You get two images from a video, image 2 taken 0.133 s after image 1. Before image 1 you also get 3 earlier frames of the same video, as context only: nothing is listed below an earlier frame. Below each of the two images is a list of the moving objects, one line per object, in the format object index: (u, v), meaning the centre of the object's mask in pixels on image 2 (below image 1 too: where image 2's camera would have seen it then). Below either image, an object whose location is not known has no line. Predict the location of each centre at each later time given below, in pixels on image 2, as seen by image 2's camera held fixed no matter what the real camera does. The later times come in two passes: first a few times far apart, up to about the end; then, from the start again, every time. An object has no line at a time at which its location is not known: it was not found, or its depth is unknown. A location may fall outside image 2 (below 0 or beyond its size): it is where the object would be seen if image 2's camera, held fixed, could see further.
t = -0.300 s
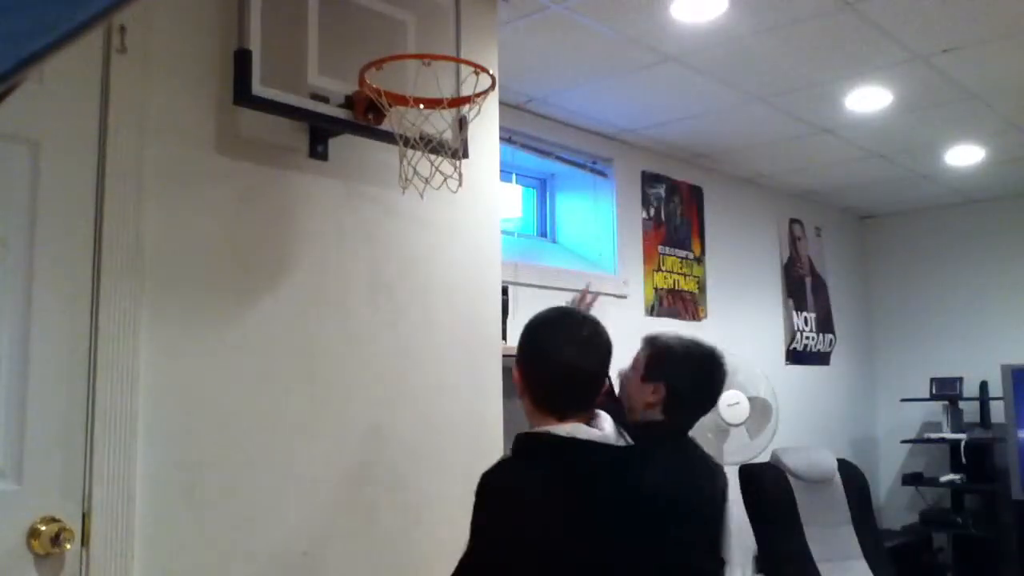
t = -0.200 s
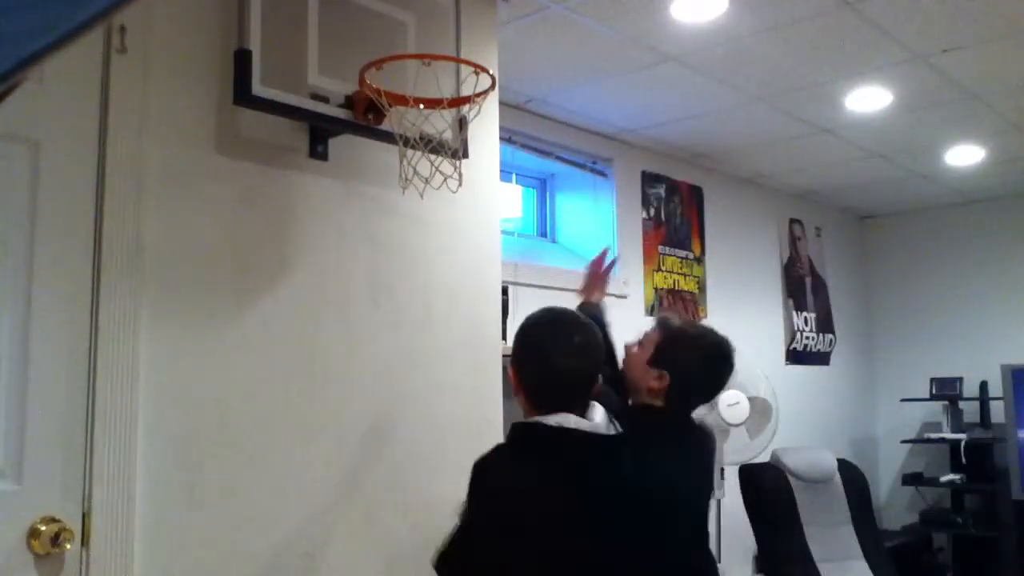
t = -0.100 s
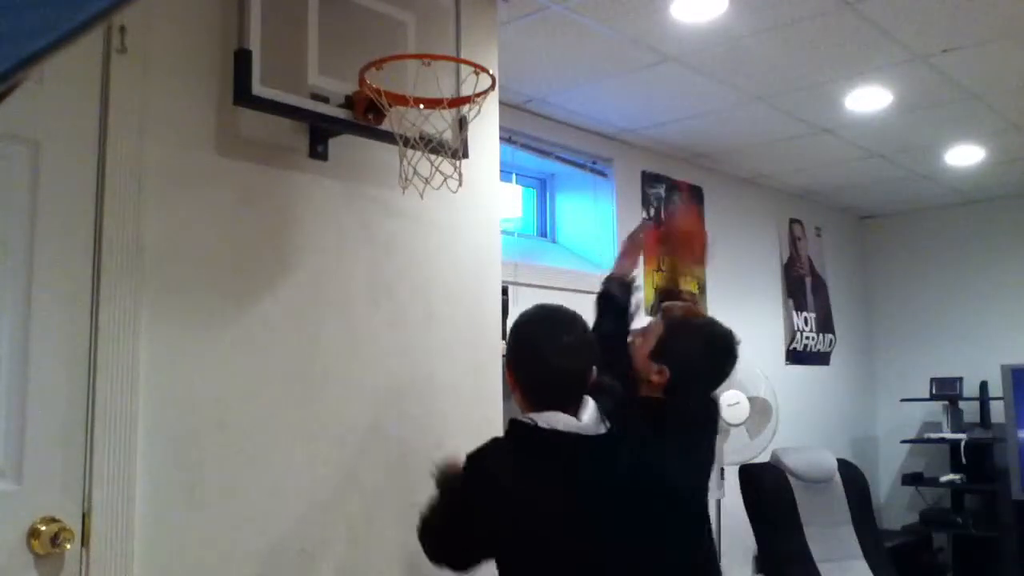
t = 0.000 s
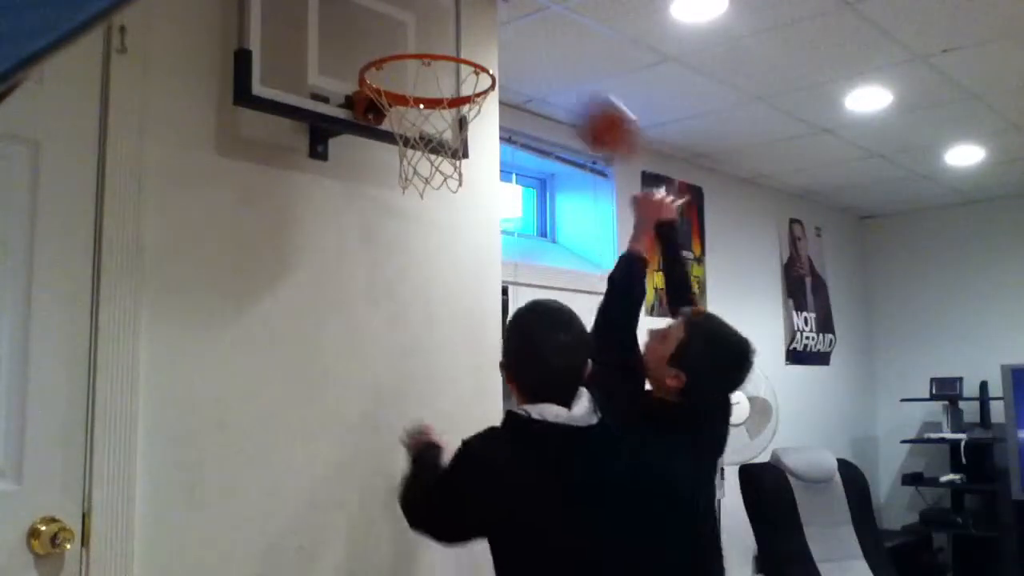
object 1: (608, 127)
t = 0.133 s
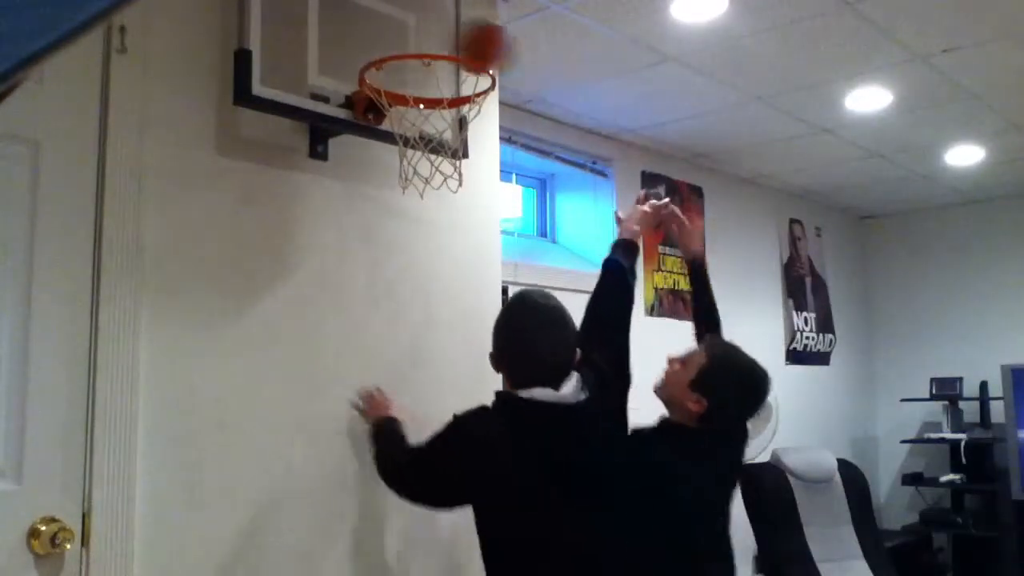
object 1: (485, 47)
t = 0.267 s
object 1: (453, 34)
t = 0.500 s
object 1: (388, 164)
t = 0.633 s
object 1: (327, 330)
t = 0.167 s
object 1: (450, 35)
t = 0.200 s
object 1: (447, 32)
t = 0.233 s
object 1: (451, 32)
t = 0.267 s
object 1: (453, 34)
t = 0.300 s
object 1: (456, 45)
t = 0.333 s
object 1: (460, 58)
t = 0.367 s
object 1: (458, 74)
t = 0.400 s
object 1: (441, 87)
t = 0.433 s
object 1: (422, 111)
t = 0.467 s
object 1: (407, 137)
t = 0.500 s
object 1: (388, 164)
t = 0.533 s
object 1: (374, 195)
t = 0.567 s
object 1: (360, 232)
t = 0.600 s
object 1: (343, 278)
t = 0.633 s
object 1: (327, 330)
